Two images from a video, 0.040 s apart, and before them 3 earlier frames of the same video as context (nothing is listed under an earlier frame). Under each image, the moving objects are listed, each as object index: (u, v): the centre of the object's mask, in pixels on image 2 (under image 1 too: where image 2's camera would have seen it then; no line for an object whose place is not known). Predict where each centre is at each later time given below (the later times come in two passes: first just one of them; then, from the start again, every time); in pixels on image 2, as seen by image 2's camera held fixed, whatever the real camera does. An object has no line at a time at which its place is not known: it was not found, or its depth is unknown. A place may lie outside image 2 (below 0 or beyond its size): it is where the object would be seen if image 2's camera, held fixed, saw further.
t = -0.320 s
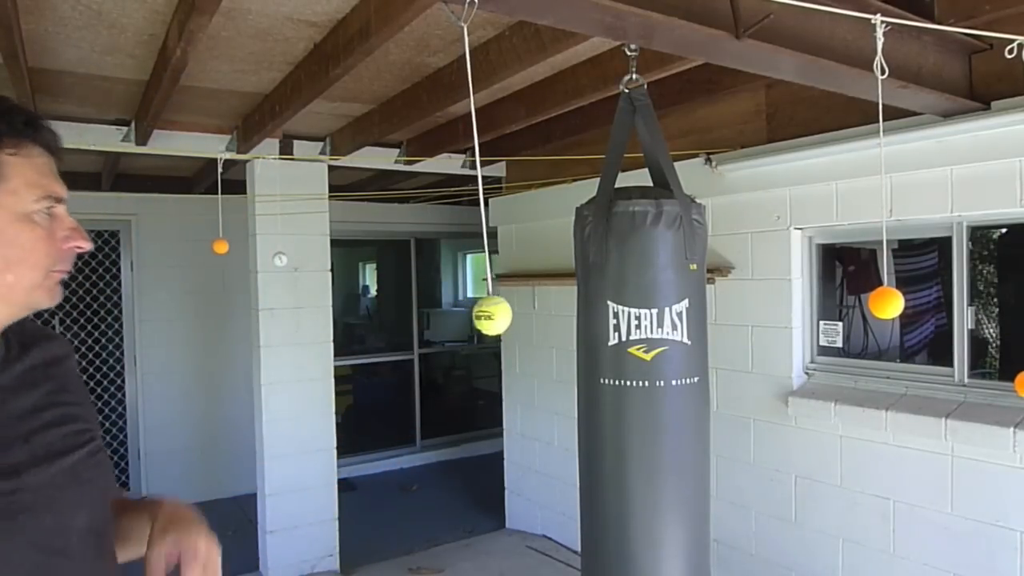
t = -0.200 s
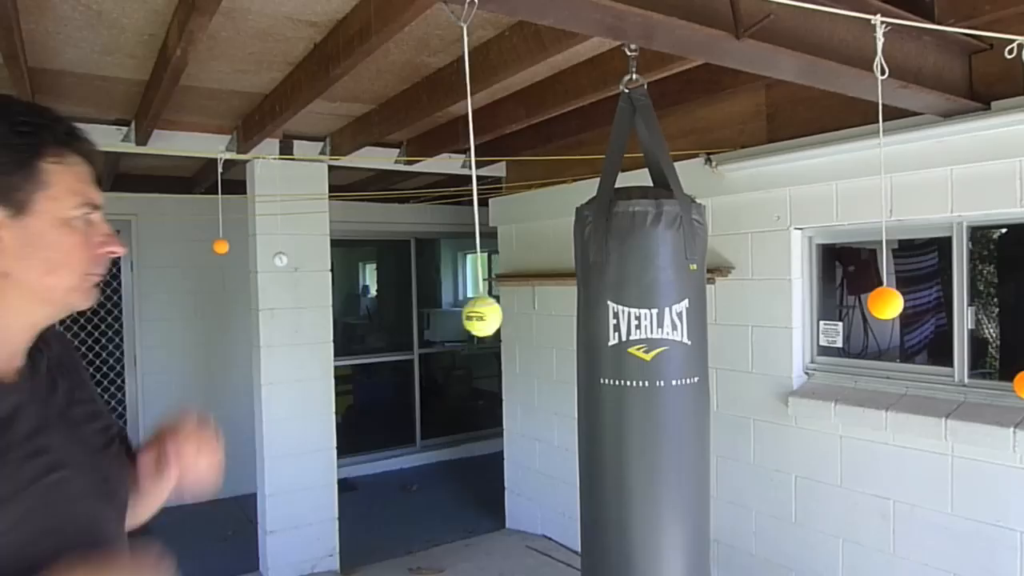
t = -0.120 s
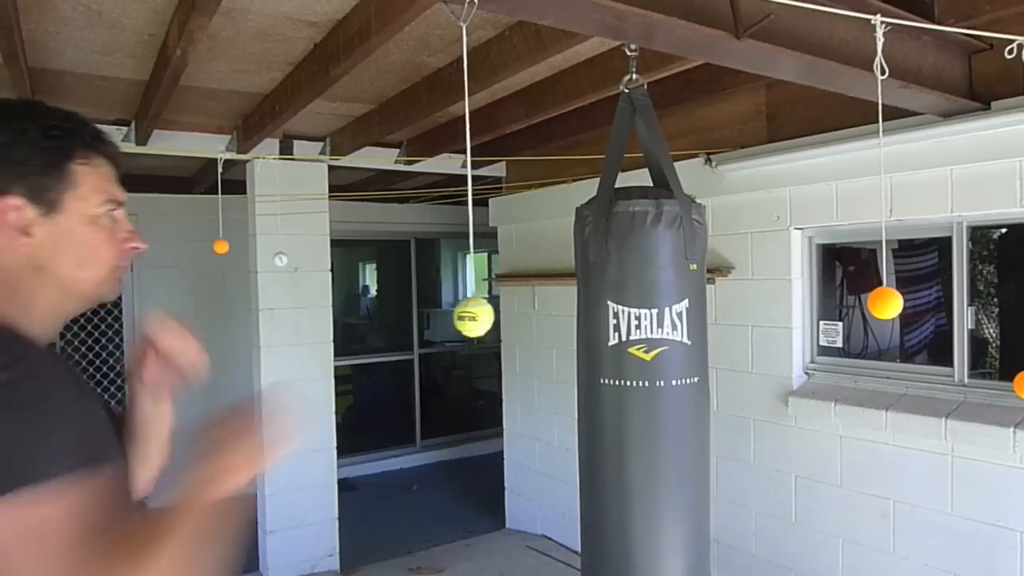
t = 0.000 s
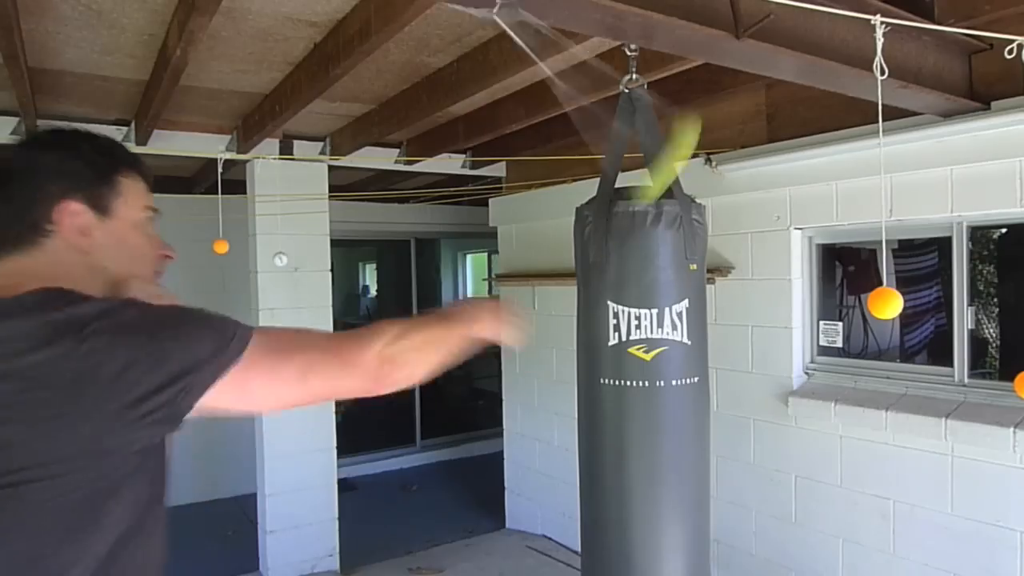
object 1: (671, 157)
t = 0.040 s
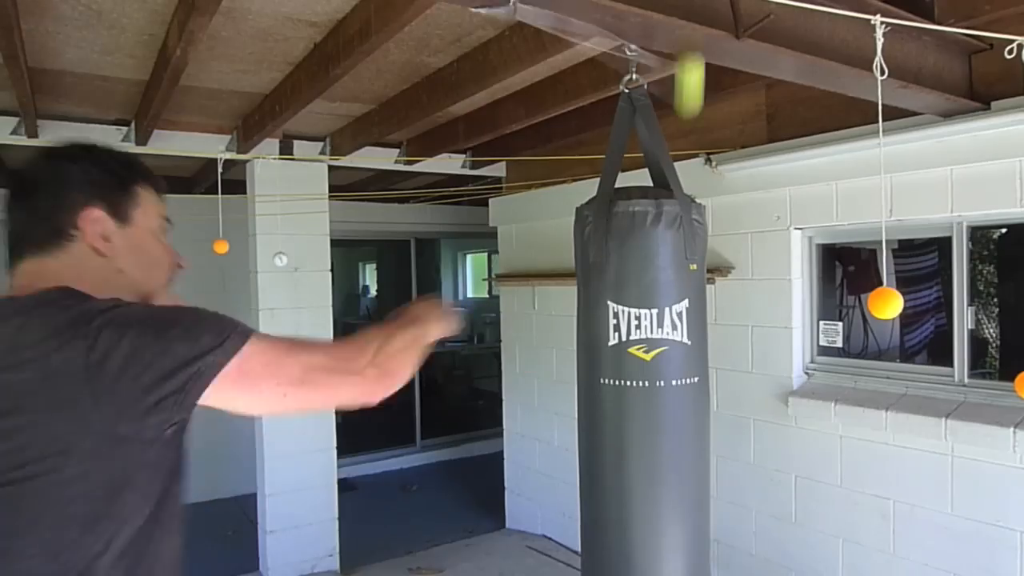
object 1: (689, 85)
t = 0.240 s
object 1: (384, 286)
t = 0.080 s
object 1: (680, 158)
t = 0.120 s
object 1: (650, 235)
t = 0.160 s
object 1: (593, 291)
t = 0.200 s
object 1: (497, 315)
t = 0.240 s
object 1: (384, 286)
